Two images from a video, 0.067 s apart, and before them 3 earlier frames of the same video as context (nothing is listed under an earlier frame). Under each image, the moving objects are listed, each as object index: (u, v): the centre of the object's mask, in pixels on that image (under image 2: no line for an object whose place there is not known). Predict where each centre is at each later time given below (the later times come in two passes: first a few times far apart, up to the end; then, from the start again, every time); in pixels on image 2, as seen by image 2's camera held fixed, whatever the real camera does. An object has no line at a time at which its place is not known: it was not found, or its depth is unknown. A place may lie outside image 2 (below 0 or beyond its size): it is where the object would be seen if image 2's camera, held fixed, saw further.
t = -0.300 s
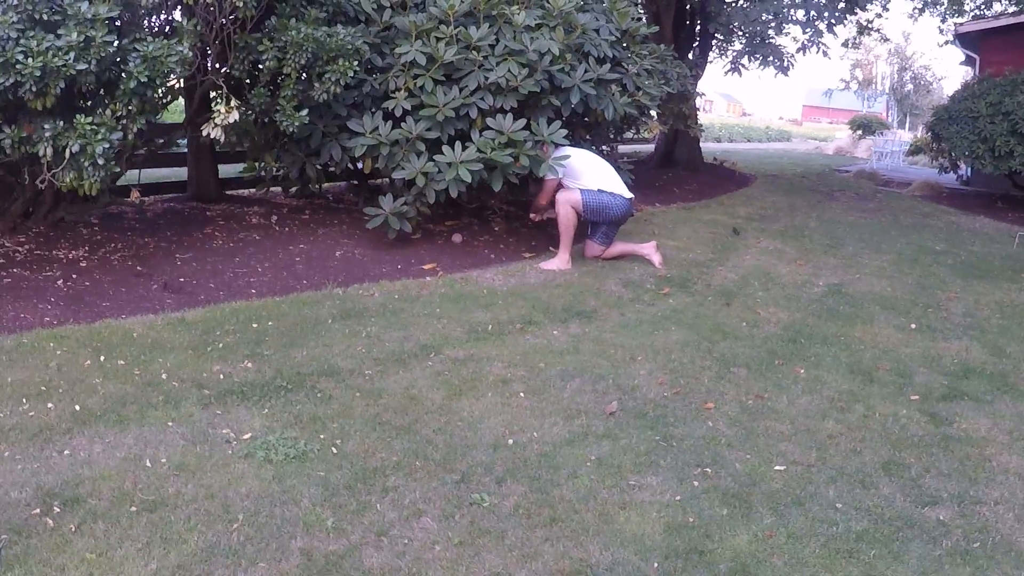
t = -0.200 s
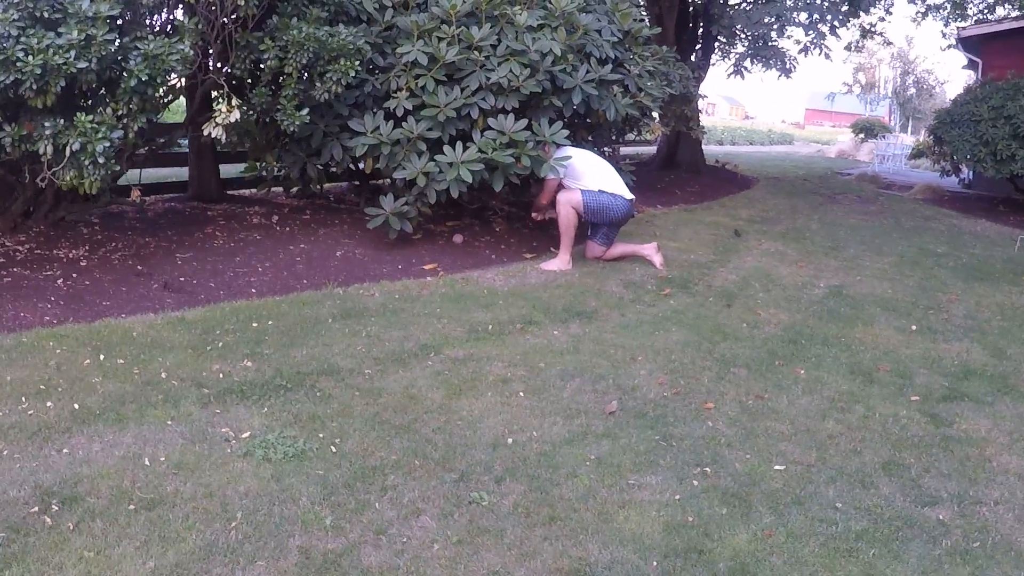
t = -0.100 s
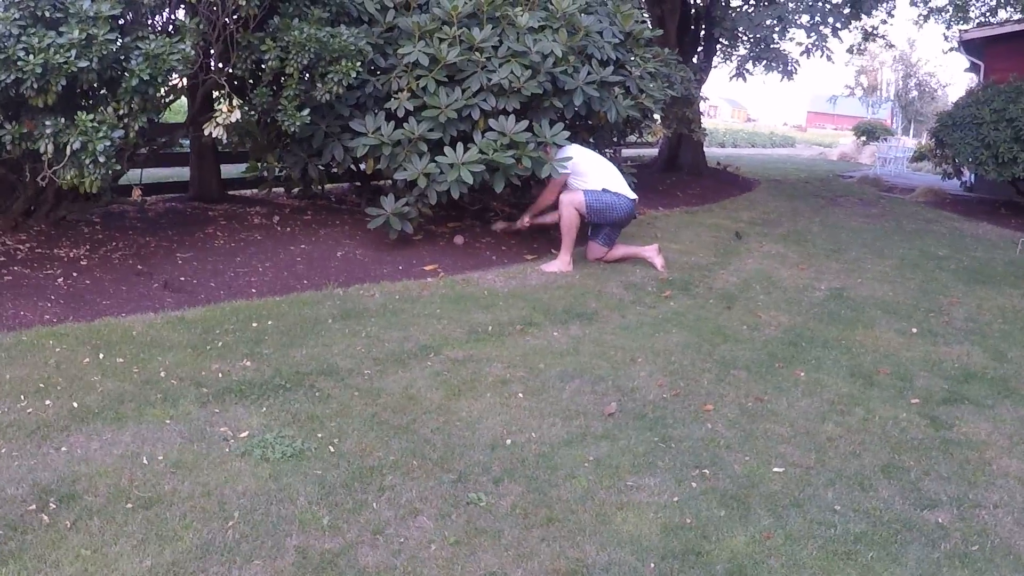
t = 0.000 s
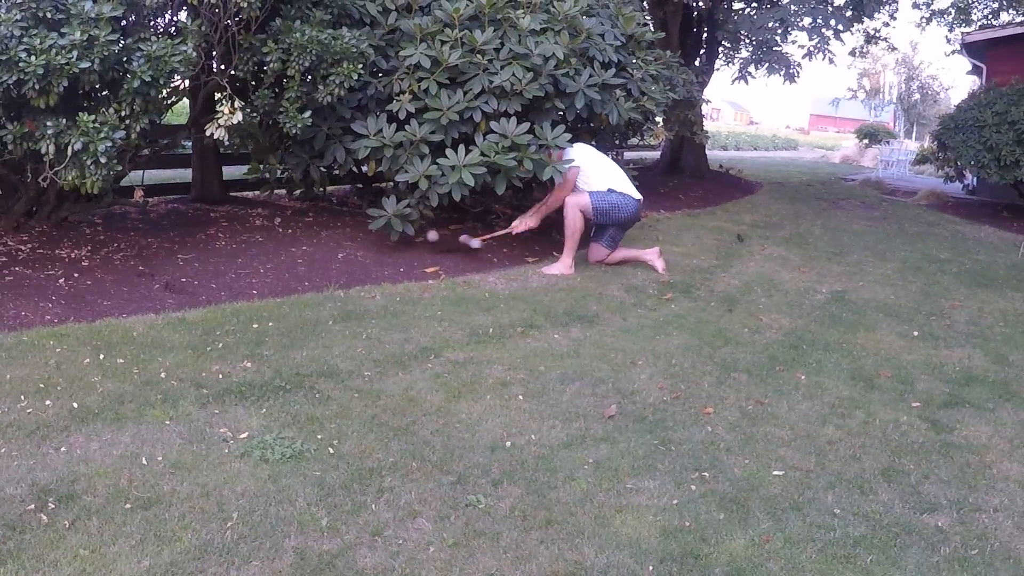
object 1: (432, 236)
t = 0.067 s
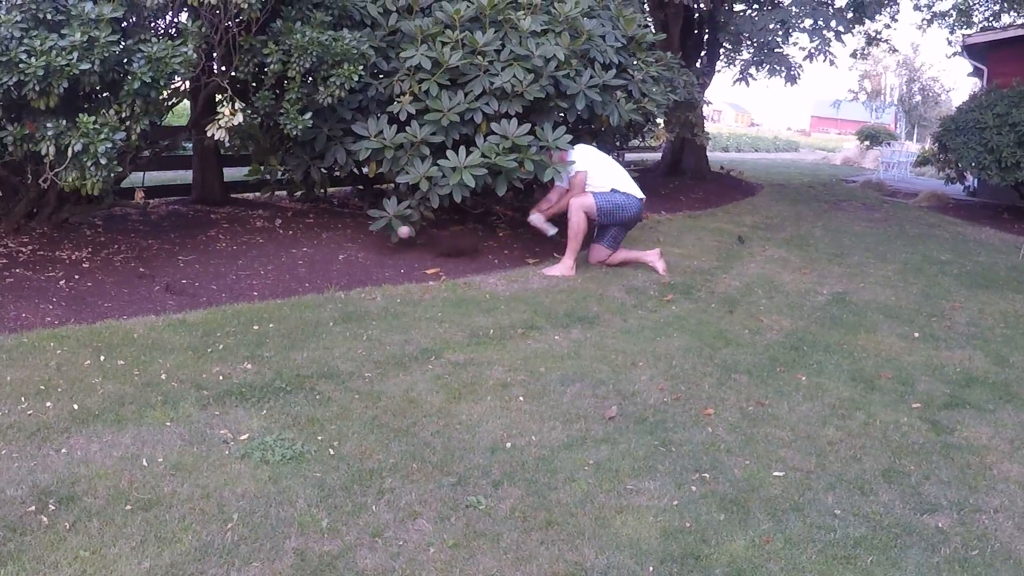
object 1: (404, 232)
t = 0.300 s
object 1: (244, 278)
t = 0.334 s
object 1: (211, 298)
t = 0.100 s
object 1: (386, 232)
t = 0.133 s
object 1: (368, 233)
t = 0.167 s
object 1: (348, 236)
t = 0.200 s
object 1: (326, 242)
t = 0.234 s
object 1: (300, 251)
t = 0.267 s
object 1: (274, 262)
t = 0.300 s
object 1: (244, 278)
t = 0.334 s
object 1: (211, 298)
